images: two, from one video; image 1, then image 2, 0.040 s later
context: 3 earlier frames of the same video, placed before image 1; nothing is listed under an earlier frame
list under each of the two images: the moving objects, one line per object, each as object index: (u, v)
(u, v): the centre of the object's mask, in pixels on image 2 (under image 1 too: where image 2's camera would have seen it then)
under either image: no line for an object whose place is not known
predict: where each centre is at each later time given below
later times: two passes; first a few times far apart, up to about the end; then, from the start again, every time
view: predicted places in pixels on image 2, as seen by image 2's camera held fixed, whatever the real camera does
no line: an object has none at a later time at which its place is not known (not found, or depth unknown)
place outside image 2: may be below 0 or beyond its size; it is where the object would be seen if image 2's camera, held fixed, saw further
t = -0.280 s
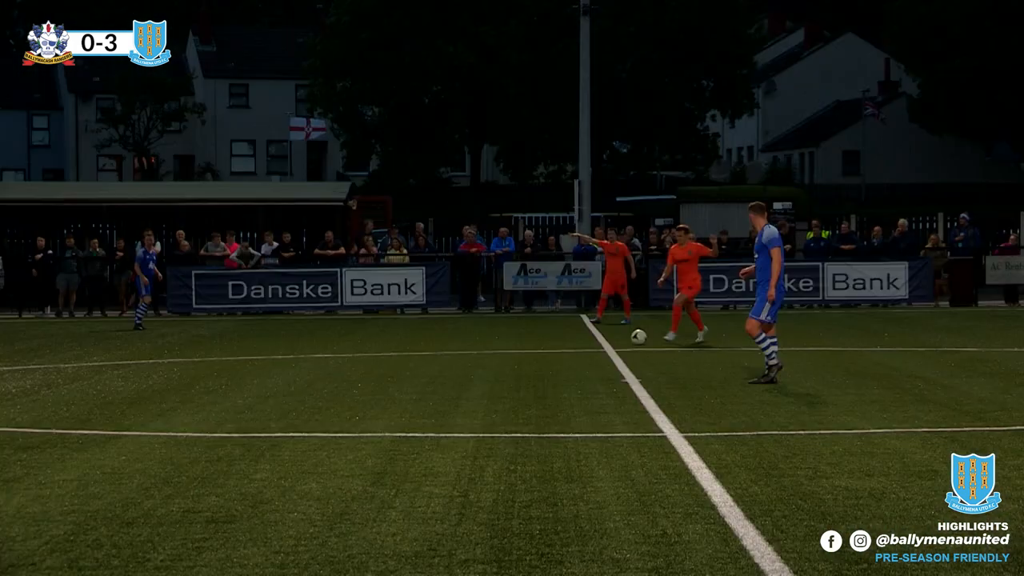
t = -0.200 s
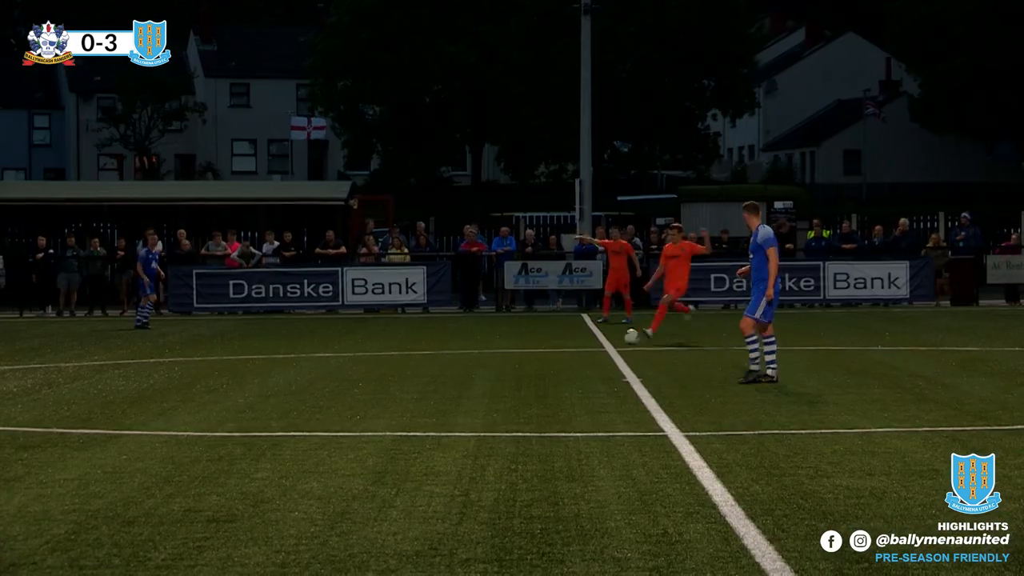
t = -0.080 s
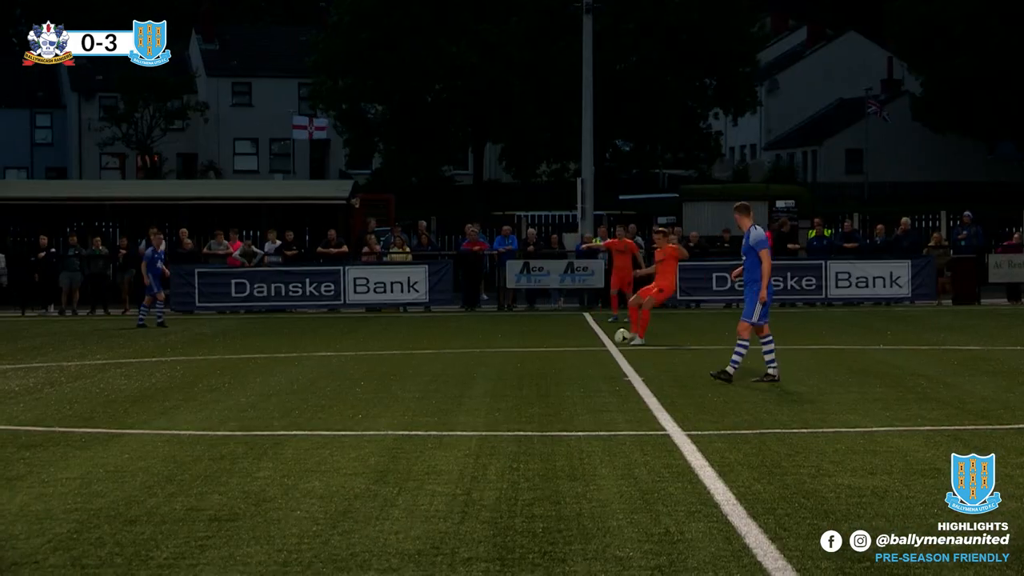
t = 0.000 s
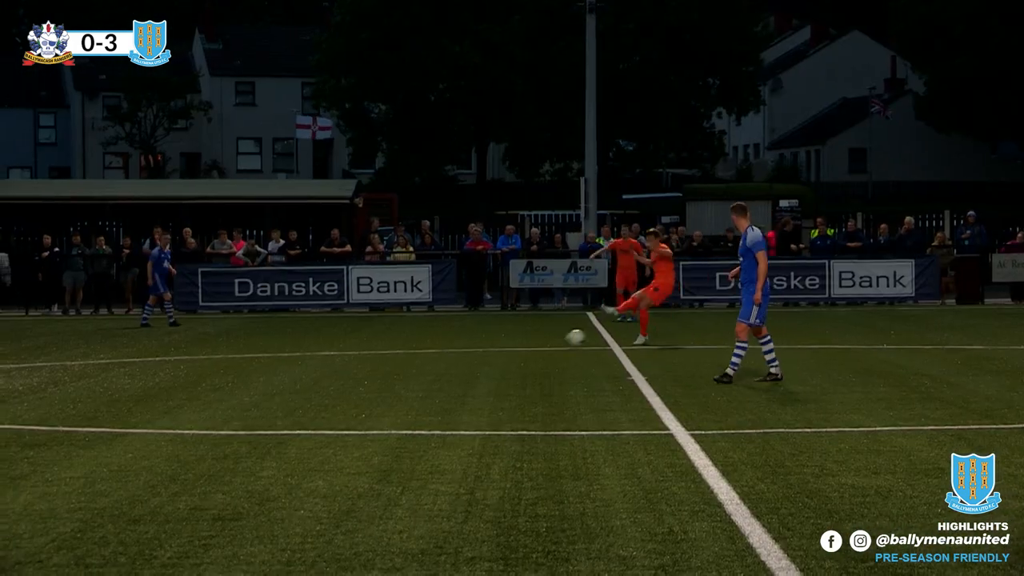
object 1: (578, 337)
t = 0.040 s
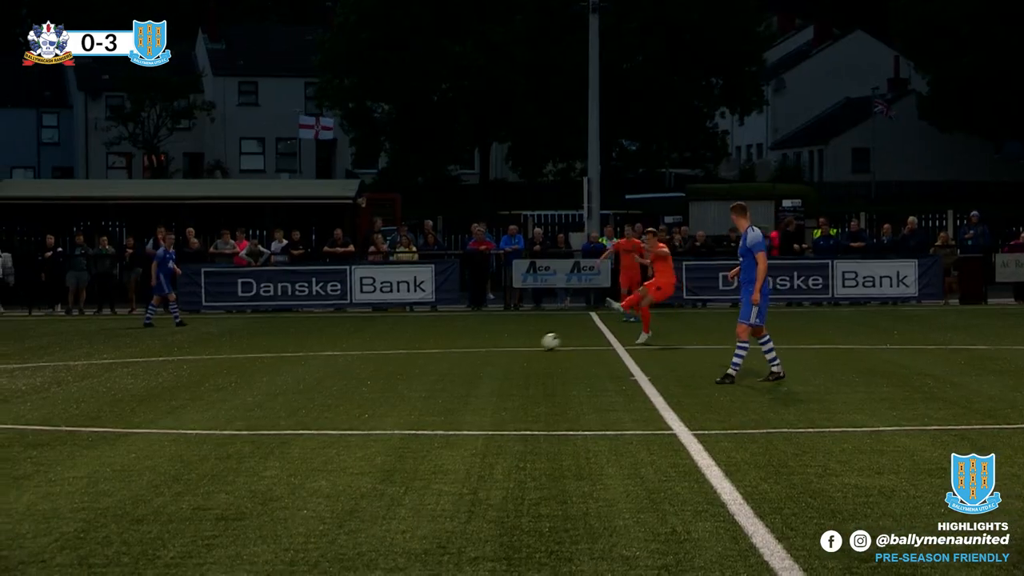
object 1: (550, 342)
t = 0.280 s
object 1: (397, 358)
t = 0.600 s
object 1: (218, 376)
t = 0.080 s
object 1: (524, 345)
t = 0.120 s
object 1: (497, 345)
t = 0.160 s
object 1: (472, 348)
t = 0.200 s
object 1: (446, 352)
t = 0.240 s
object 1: (421, 357)
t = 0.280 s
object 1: (397, 358)
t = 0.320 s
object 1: (374, 361)
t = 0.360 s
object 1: (350, 365)
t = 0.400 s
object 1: (328, 366)
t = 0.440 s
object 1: (305, 367)
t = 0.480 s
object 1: (283, 372)
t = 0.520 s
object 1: (262, 375)
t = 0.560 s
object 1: (239, 375)
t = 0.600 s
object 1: (218, 376)
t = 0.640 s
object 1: (197, 380)
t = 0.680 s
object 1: (176, 381)
